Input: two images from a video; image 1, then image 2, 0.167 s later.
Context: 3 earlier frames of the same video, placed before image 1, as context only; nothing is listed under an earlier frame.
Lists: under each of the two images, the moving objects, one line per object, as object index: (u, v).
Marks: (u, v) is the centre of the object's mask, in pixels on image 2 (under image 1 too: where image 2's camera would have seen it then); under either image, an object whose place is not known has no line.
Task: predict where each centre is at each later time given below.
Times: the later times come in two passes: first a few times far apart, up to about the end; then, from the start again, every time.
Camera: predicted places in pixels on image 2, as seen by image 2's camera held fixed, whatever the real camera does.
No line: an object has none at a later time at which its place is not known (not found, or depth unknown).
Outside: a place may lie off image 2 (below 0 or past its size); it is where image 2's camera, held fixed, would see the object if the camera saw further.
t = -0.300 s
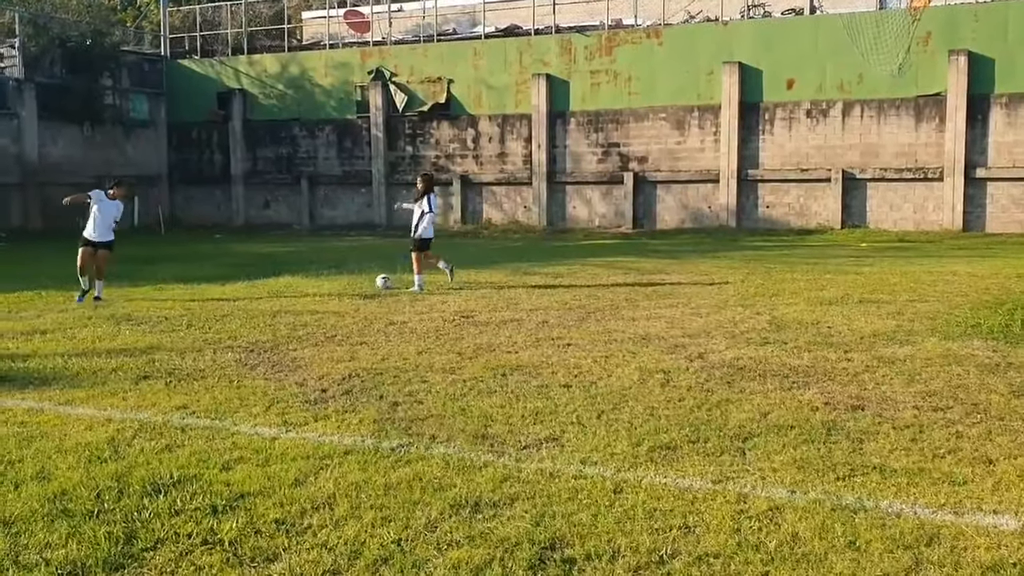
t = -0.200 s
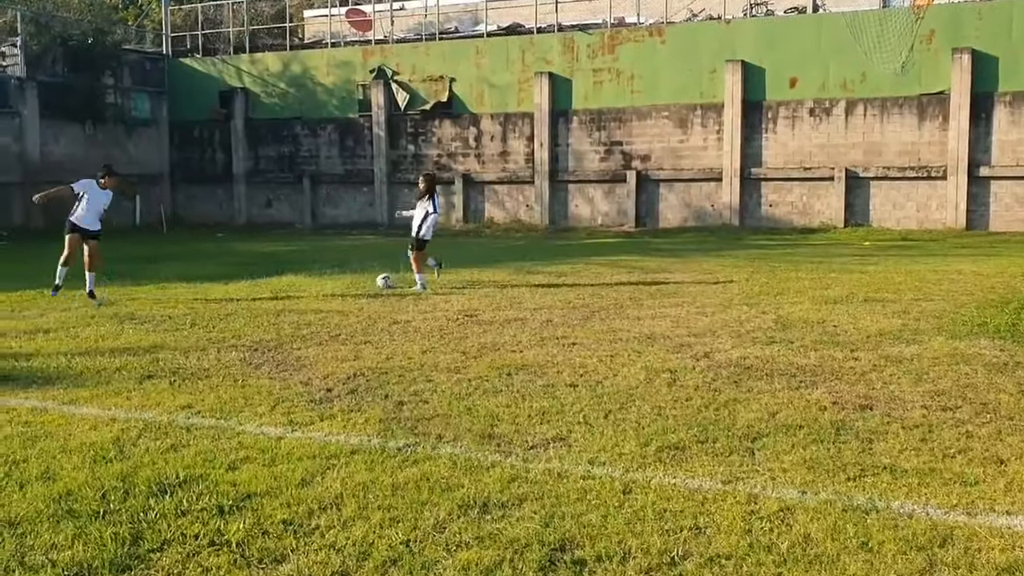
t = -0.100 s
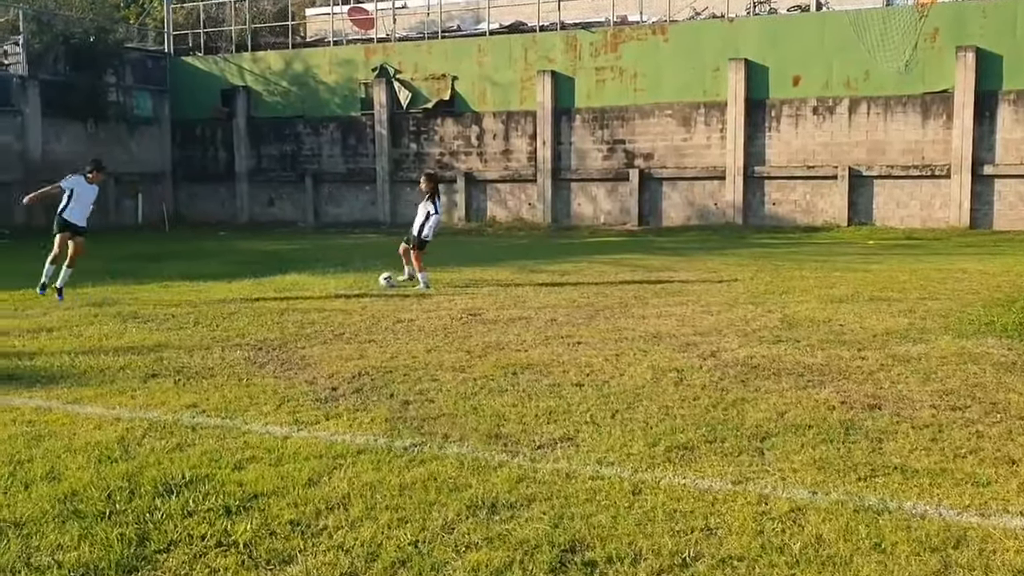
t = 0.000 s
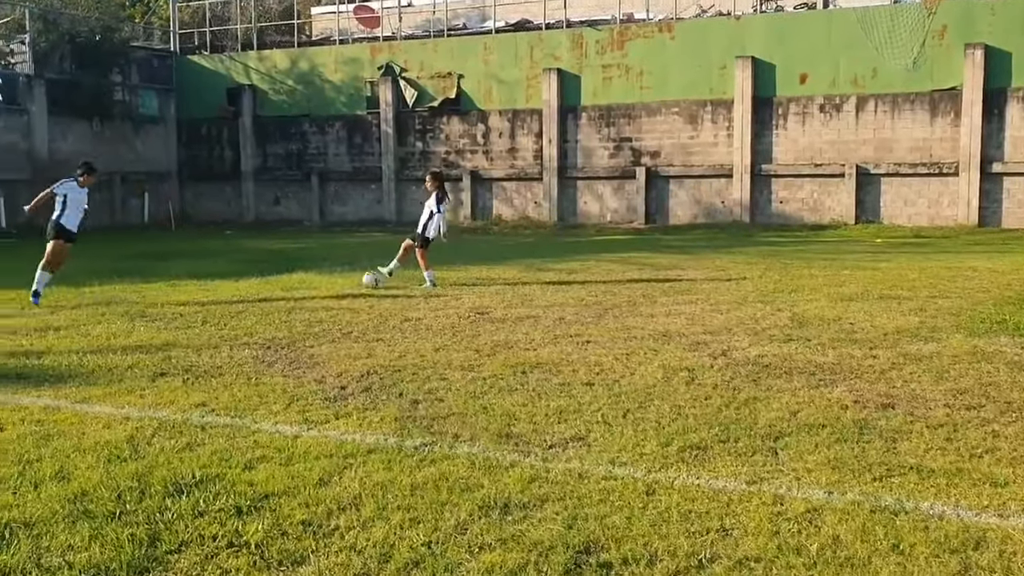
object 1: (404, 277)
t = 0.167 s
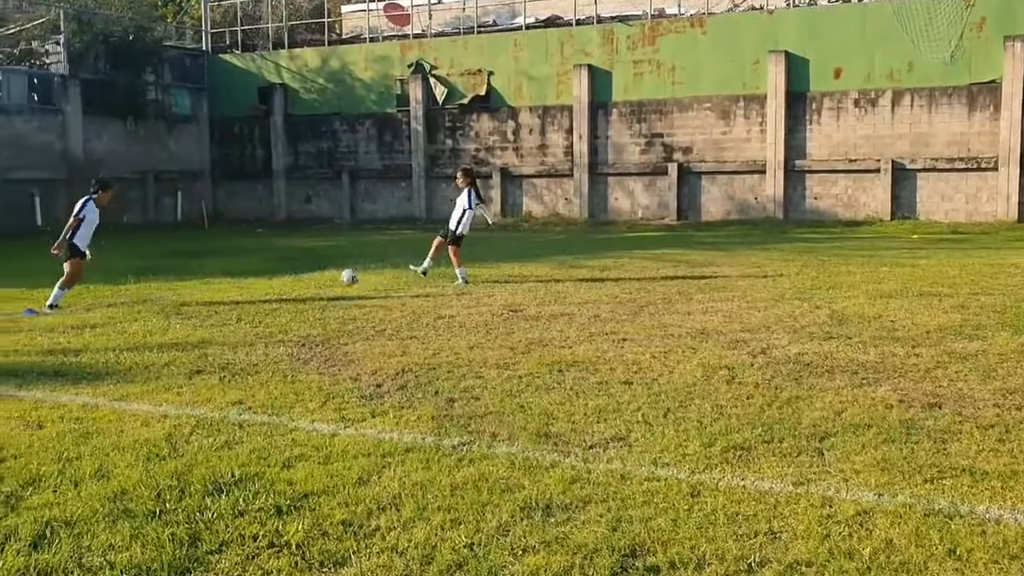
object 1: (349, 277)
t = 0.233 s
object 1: (327, 284)
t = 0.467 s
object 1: (257, 280)
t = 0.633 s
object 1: (206, 297)
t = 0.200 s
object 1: (339, 280)
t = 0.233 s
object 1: (327, 284)
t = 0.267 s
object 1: (316, 287)
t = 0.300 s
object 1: (305, 288)
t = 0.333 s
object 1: (295, 286)
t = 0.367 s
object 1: (286, 283)
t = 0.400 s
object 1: (277, 281)
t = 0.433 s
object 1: (267, 280)
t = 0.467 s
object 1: (257, 280)
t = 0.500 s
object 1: (247, 282)
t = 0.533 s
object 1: (237, 284)
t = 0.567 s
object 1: (227, 287)
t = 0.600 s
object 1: (218, 292)
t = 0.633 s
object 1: (206, 297)
